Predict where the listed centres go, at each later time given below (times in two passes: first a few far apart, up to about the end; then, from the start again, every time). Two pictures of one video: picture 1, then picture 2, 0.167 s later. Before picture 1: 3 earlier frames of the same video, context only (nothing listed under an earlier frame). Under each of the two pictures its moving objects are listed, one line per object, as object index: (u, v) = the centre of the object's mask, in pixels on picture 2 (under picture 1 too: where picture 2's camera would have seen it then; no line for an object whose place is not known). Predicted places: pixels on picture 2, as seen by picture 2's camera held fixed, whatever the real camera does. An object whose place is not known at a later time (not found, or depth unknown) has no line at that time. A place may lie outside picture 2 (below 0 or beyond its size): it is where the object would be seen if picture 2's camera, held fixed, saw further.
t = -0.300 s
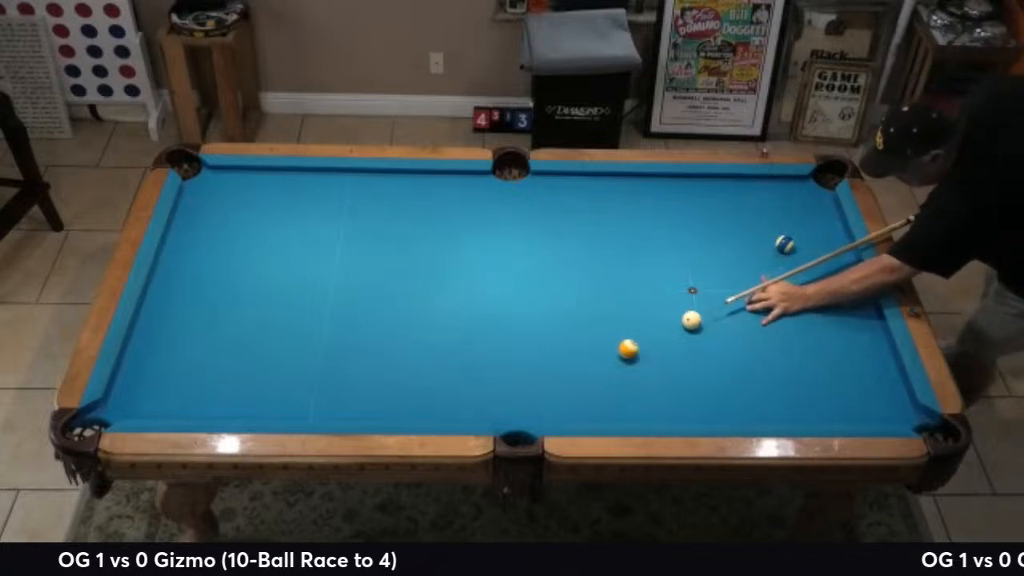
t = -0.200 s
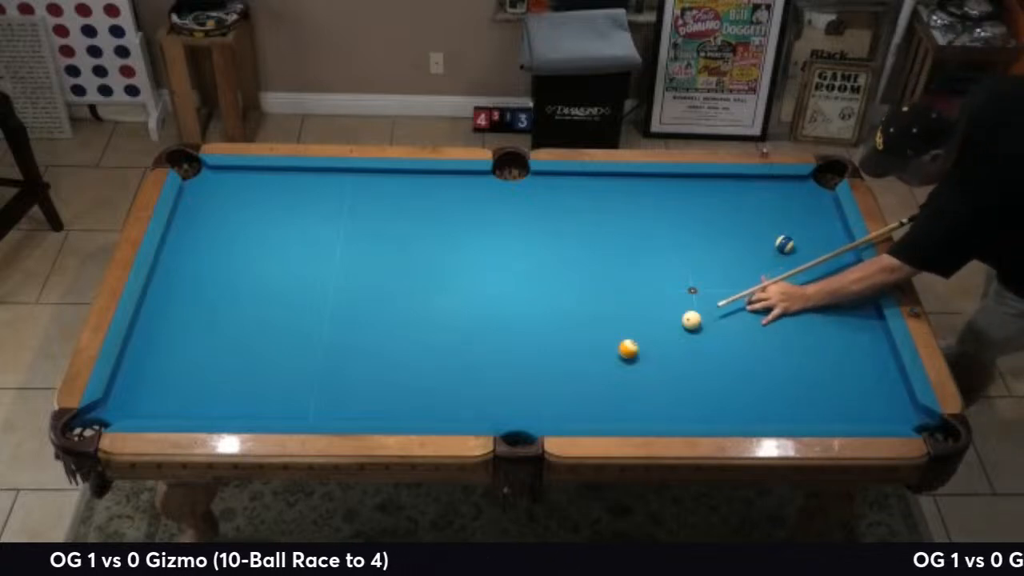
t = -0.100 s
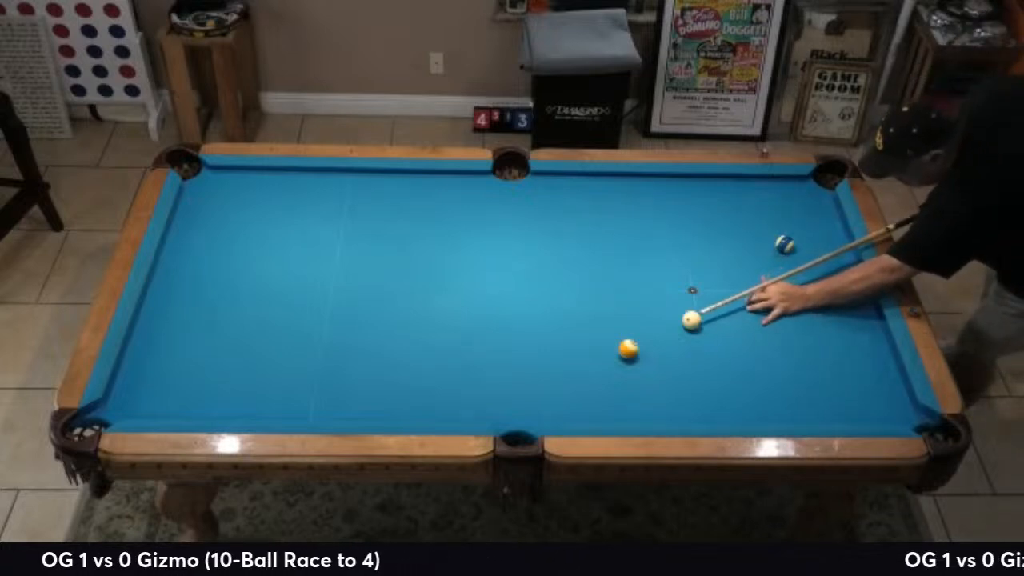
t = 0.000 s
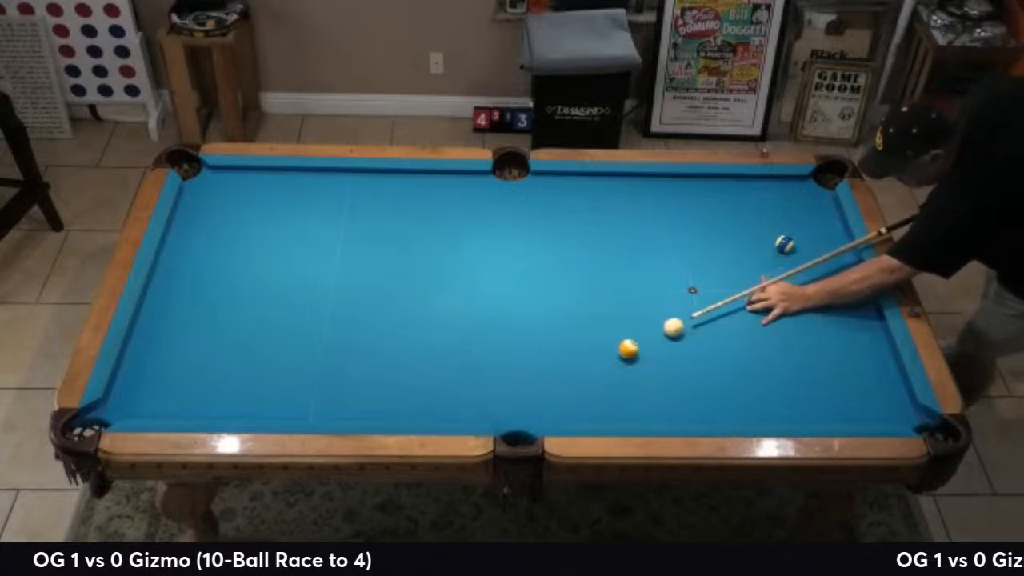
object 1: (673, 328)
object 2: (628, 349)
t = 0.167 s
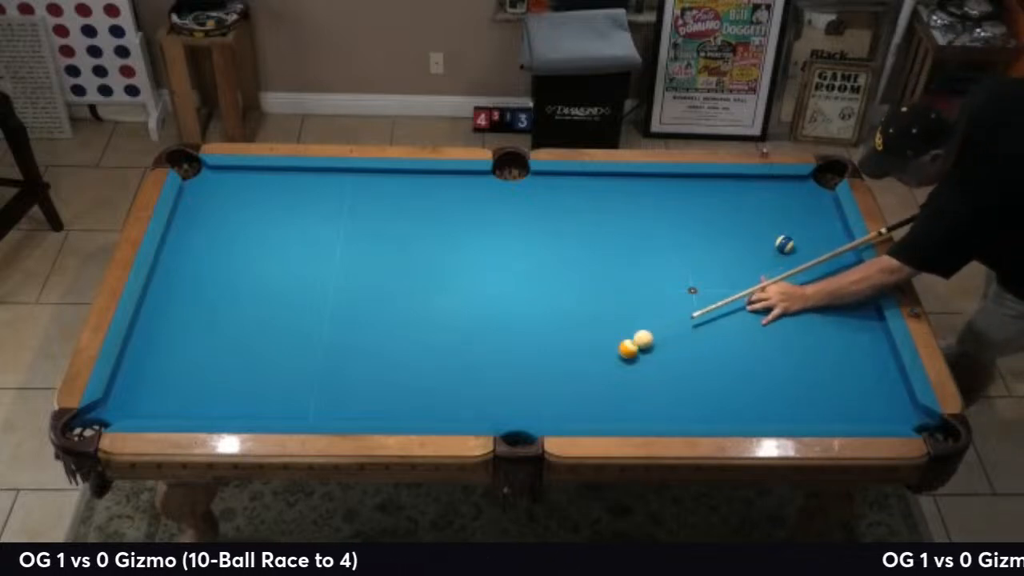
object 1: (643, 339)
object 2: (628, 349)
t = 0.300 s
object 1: (634, 340)
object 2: (614, 359)
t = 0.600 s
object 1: (614, 339)
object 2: (584, 379)
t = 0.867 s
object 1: (599, 339)
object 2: (558, 396)
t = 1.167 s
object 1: (583, 338)
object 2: (529, 414)
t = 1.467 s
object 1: (571, 338)
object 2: (508, 442)
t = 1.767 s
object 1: (562, 339)
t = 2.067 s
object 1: (555, 339)
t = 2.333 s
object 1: (551, 338)
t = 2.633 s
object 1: (549, 338)
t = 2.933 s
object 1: (549, 338)
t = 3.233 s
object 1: (549, 338)
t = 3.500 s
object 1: (549, 338)
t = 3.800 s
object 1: (549, 338)
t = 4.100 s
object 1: (549, 338)
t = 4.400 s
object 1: (549, 338)
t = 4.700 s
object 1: (549, 338)
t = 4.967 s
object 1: (549, 338)
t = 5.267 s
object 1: (549, 338)
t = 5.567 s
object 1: (549, 337)
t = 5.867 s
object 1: (549, 337)
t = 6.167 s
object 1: (549, 337)
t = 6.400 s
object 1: (549, 337)
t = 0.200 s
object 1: (641, 339)
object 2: (624, 351)
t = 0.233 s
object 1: (638, 339)
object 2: (620, 354)
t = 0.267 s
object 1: (636, 339)
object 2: (617, 357)
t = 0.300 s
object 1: (634, 340)
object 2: (614, 359)
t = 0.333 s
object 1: (631, 339)
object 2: (610, 361)
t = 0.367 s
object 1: (629, 339)
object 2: (607, 363)
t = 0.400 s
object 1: (627, 339)
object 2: (604, 366)
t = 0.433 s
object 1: (624, 339)
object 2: (600, 368)
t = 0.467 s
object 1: (622, 339)
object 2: (597, 370)
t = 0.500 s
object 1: (620, 340)
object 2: (593, 372)
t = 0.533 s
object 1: (618, 339)
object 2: (590, 375)
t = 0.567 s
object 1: (616, 339)
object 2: (587, 377)
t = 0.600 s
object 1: (614, 339)
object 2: (584, 379)
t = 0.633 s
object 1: (612, 339)
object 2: (580, 381)
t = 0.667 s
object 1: (610, 339)
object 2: (577, 384)
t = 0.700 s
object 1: (608, 339)
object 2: (574, 386)
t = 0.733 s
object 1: (606, 339)
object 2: (571, 388)
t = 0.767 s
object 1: (604, 339)
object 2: (567, 390)
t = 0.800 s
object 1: (602, 339)
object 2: (564, 392)
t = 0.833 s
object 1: (600, 339)
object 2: (561, 394)
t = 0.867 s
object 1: (599, 339)
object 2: (558, 396)
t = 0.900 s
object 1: (597, 338)
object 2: (555, 399)
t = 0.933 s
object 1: (595, 338)
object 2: (551, 401)
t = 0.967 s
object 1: (593, 338)
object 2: (548, 403)
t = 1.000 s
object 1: (592, 338)
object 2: (545, 405)
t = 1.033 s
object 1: (590, 338)
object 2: (542, 407)
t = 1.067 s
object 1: (588, 338)
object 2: (539, 408)
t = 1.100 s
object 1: (587, 338)
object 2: (536, 410)
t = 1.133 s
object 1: (585, 338)
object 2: (532, 412)
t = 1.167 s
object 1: (583, 338)
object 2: (529, 414)
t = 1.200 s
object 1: (582, 338)
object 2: (526, 416)
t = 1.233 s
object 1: (581, 338)
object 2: (523, 418)
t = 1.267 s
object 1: (580, 338)
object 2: (520, 420)
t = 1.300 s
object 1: (578, 338)
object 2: (517, 422)
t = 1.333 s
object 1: (576, 338)
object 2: (514, 424)
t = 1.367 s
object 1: (575, 338)
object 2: (512, 427)
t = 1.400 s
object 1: (574, 338)
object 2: (509, 432)
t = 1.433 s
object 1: (573, 338)
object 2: (508, 437)
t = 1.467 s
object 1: (571, 338)
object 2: (508, 442)
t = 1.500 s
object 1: (570, 338)
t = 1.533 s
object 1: (569, 338)
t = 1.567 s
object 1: (568, 338)
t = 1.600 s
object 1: (567, 338)
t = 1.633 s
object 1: (566, 338)
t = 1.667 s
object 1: (565, 338)
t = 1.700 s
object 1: (564, 338)
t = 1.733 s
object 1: (563, 338)
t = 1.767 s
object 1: (562, 339)
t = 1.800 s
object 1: (561, 339)
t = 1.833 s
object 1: (560, 339)
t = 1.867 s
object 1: (560, 339)
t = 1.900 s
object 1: (558, 339)
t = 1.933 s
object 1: (558, 339)
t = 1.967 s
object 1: (557, 339)
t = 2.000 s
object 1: (556, 339)
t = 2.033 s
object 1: (555, 339)
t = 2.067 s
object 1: (555, 339)
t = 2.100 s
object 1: (554, 339)
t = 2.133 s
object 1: (554, 338)
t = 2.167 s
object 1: (553, 338)
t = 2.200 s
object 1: (553, 339)
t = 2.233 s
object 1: (552, 339)
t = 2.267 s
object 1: (552, 338)
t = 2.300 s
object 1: (551, 338)
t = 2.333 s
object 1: (551, 338)
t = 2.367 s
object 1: (550, 338)
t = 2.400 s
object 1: (550, 338)
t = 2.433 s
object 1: (550, 338)
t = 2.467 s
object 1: (550, 338)
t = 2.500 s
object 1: (549, 338)
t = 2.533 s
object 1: (549, 338)
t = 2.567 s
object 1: (549, 338)
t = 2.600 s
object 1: (549, 338)
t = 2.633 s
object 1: (549, 338)
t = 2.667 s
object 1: (549, 338)
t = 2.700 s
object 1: (549, 338)
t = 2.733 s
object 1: (549, 338)
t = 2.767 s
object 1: (549, 338)
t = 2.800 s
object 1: (549, 338)
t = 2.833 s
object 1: (549, 338)
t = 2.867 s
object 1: (549, 338)
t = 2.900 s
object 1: (549, 338)
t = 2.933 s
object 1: (549, 338)
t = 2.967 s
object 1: (549, 338)
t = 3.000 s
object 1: (549, 338)
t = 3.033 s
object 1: (549, 338)
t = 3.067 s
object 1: (549, 338)
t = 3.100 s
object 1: (549, 338)
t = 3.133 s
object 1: (549, 338)
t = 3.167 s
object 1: (549, 338)
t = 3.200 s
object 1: (549, 338)
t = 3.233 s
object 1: (549, 338)
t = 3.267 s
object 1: (549, 338)
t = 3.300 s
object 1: (549, 338)
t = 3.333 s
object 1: (549, 338)
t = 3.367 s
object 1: (549, 338)
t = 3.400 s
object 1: (549, 338)
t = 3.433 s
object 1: (549, 338)
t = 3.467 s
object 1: (549, 338)
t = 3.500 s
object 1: (549, 338)
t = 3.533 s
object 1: (549, 338)
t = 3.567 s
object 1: (549, 338)
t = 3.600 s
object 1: (549, 338)
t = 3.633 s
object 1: (549, 338)
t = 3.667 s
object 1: (549, 338)
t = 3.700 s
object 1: (549, 338)
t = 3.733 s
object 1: (549, 338)
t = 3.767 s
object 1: (549, 338)
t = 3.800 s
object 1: (549, 338)
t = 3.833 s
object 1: (549, 338)
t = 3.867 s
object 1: (549, 338)
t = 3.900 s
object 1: (549, 338)
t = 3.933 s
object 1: (549, 338)
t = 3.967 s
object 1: (549, 338)
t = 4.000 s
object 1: (549, 338)
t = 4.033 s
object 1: (549, 338)
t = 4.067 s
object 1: (549, 338)
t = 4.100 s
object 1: (549, 338)
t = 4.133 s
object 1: (549, 338)
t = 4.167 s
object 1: (549, 338)
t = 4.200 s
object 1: (549, 338)
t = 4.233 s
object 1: (549, 338)
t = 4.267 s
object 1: (549, 338)
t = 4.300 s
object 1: (549, 338)
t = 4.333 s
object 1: (549, 338)
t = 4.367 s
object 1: (549, 338)
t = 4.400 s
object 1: (549, 338)
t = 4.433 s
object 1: (549, 338)
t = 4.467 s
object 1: (549, 338)
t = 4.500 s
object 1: (549, 338)
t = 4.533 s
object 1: (549, 338)
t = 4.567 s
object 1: (549, 338)
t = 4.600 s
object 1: (549, 338)
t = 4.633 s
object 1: (549, 338)
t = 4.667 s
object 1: (549, 338)
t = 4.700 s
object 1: (549, 338)
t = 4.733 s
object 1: (549, 338)
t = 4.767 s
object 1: (549, 338)
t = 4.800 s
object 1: (549, 338)
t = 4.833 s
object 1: (549, 338)
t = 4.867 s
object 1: (549, 338)
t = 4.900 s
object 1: (549, 338)
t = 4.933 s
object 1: (549, 338)
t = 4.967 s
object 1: (549, 338)
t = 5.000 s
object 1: (549, 337)
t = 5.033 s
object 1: (549, 338)
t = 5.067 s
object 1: (549, 338)
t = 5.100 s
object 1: (549, 338)
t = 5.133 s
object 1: (549, 338)
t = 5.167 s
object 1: (549, 338)
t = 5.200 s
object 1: (549, 338)
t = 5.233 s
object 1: (549, 338)
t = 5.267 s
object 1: (549, 338)
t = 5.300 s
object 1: (549, 338)
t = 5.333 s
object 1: (549, 338)
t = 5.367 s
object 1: (549, 338)
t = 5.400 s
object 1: (549, 338)
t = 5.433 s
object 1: (549, 337)
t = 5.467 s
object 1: (549, 338)
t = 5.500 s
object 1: (549, 337)
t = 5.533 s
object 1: (549, 337)
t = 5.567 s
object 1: (549, 337)
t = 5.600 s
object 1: (549, 337)
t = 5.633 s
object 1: (549, 337)
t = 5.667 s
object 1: (549, 337)
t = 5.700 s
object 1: (549, 338)
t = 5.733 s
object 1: (549, 337)
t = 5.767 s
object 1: (549, 337)
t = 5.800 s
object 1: (549, 337)
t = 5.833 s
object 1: (549, 337)
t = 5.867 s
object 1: (549, 337)
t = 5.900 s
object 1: (549, 337)
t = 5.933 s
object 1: (549, 337)
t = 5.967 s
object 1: (549, 337)
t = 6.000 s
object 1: (549, 337)
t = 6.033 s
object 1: (549, 337)
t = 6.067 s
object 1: (549, 337)
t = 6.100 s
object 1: (549, 337)
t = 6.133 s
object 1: (549, 337)
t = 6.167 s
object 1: (549, 337)
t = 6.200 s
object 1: (549, 337)
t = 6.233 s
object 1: (549, 337)
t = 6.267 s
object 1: (549, 337)
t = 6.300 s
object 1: (549, 337)
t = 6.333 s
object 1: (549, 337)
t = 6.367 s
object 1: (549, 337)
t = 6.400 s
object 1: (549, 337)
